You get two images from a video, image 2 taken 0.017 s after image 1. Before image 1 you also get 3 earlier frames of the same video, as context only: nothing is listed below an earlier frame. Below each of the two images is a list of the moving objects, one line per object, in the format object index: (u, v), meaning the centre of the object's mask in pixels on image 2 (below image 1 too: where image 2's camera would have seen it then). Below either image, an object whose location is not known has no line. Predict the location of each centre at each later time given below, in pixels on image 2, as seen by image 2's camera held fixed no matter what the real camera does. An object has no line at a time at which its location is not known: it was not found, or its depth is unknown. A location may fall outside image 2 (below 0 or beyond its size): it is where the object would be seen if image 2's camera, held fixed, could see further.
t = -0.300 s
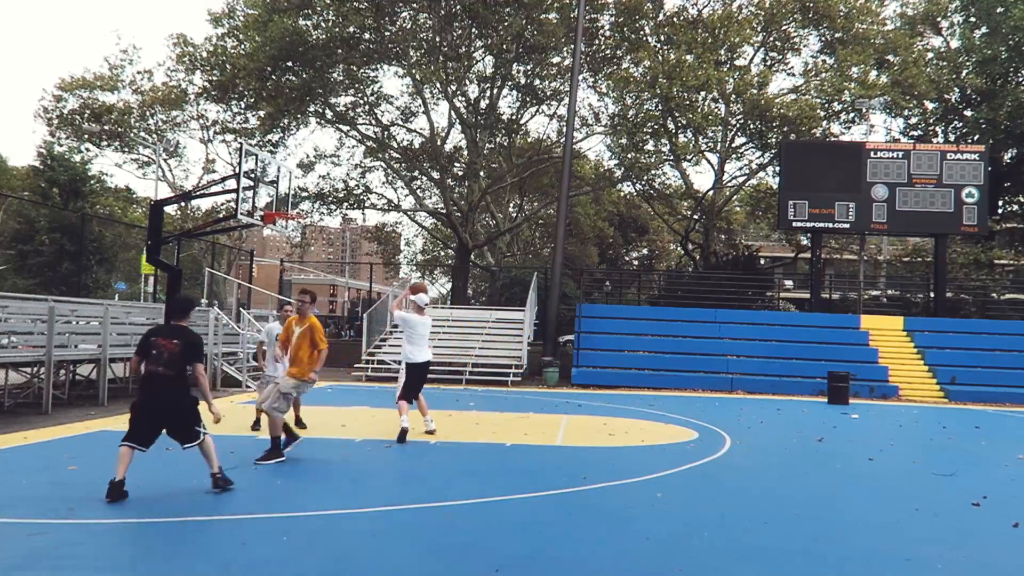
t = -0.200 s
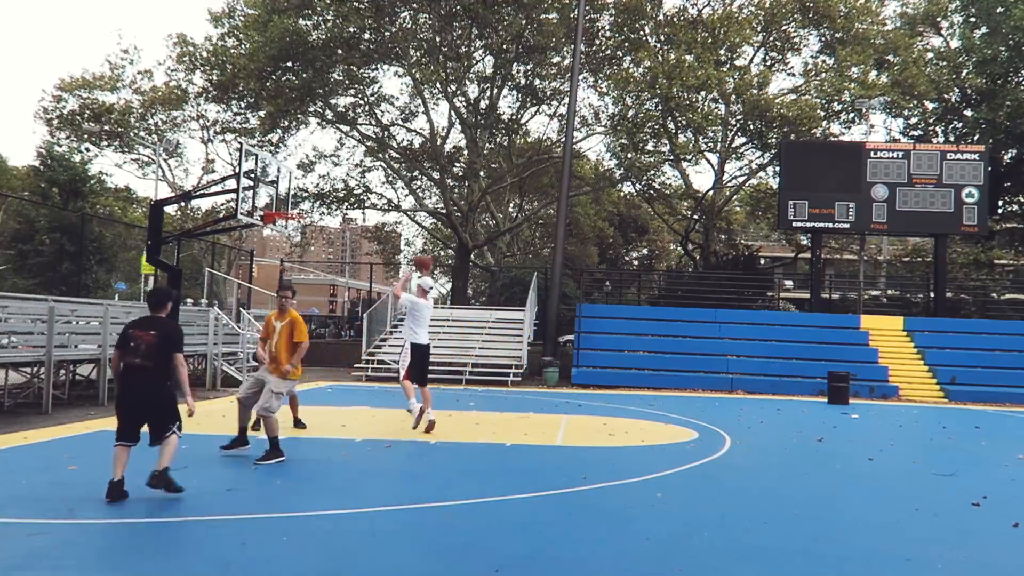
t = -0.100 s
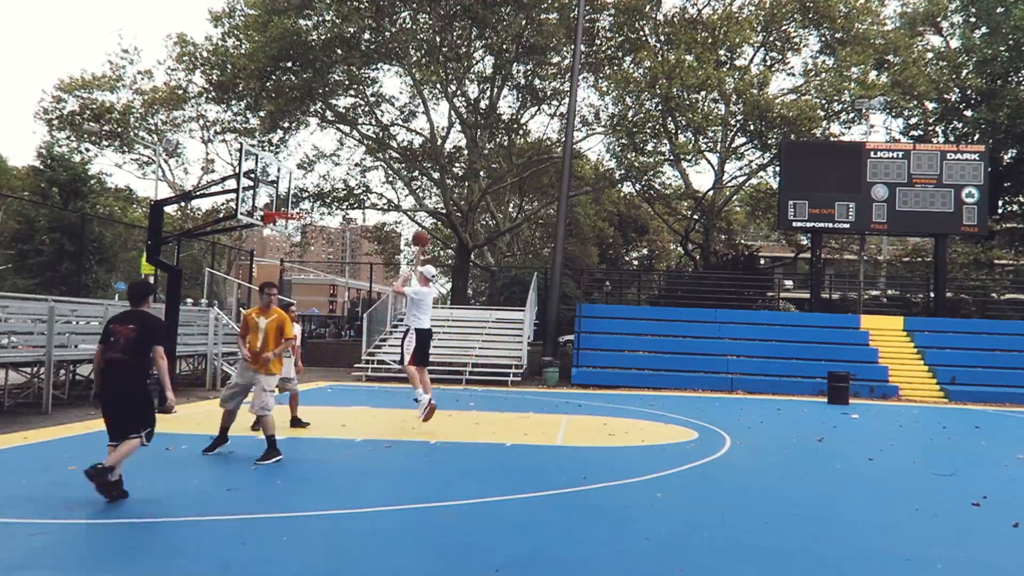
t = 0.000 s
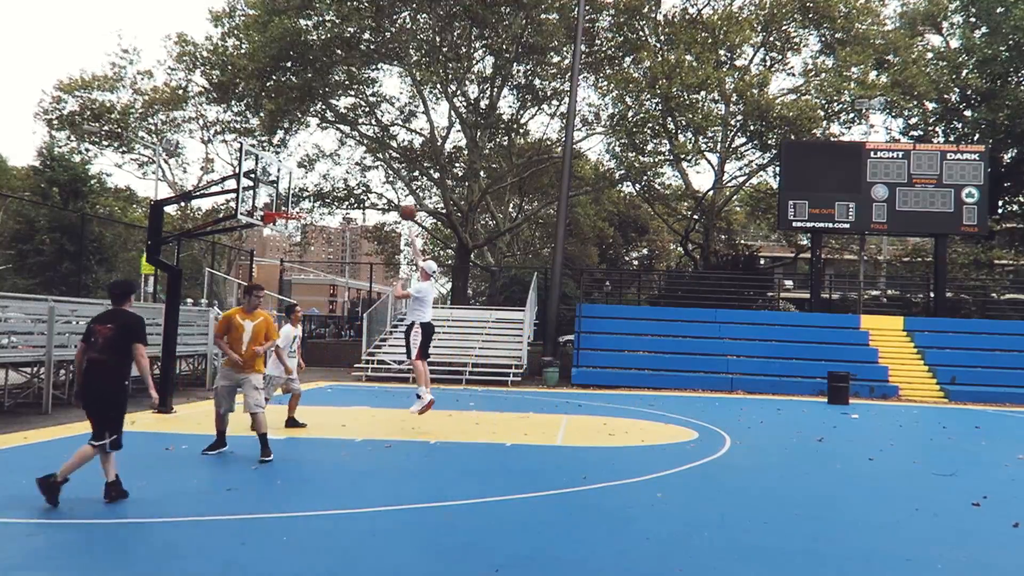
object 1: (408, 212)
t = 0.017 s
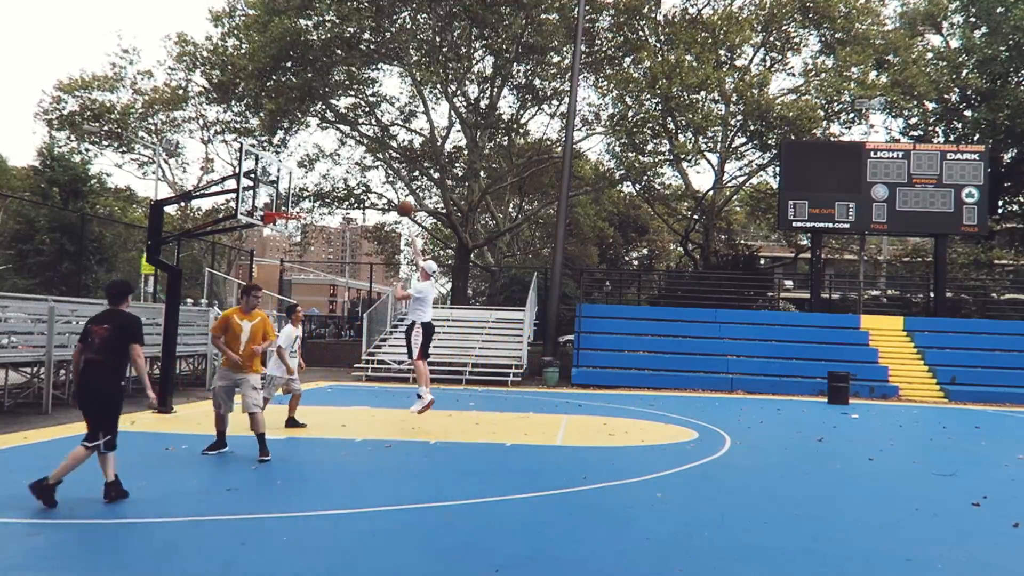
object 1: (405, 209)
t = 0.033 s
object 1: (402, 205)
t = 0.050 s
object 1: (398, 201)
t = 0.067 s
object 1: (396, 199)
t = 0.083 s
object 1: (393, 195)
